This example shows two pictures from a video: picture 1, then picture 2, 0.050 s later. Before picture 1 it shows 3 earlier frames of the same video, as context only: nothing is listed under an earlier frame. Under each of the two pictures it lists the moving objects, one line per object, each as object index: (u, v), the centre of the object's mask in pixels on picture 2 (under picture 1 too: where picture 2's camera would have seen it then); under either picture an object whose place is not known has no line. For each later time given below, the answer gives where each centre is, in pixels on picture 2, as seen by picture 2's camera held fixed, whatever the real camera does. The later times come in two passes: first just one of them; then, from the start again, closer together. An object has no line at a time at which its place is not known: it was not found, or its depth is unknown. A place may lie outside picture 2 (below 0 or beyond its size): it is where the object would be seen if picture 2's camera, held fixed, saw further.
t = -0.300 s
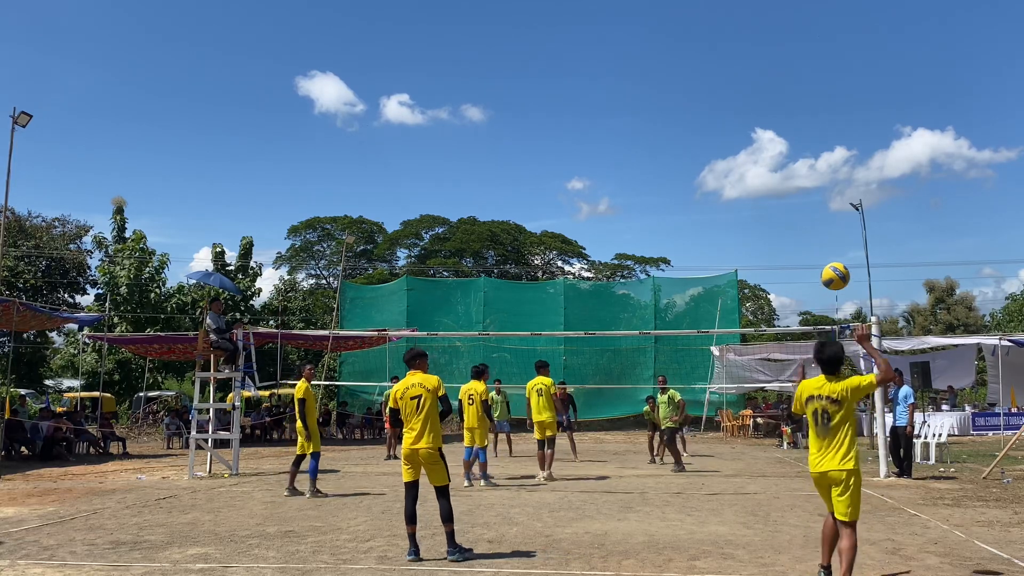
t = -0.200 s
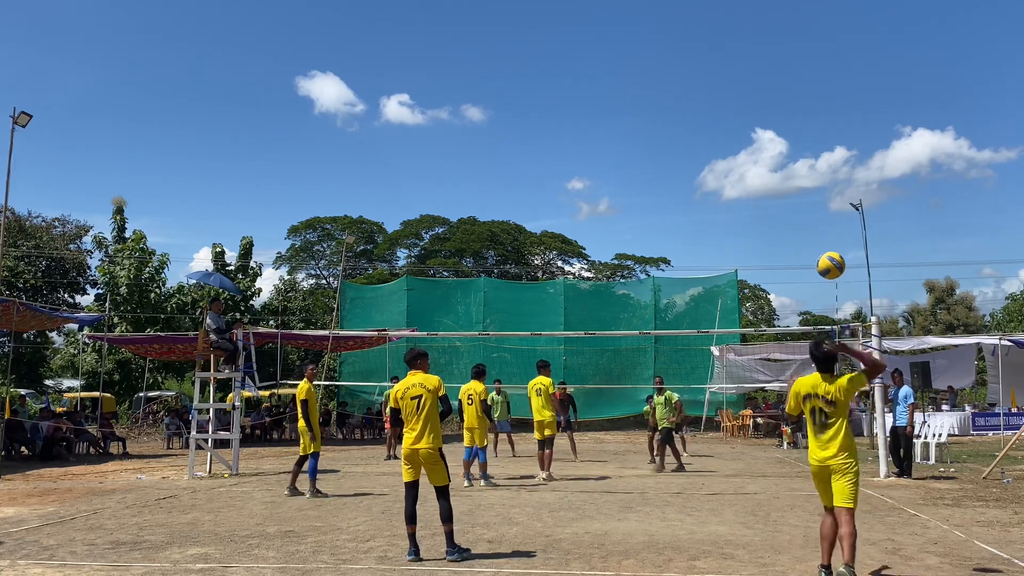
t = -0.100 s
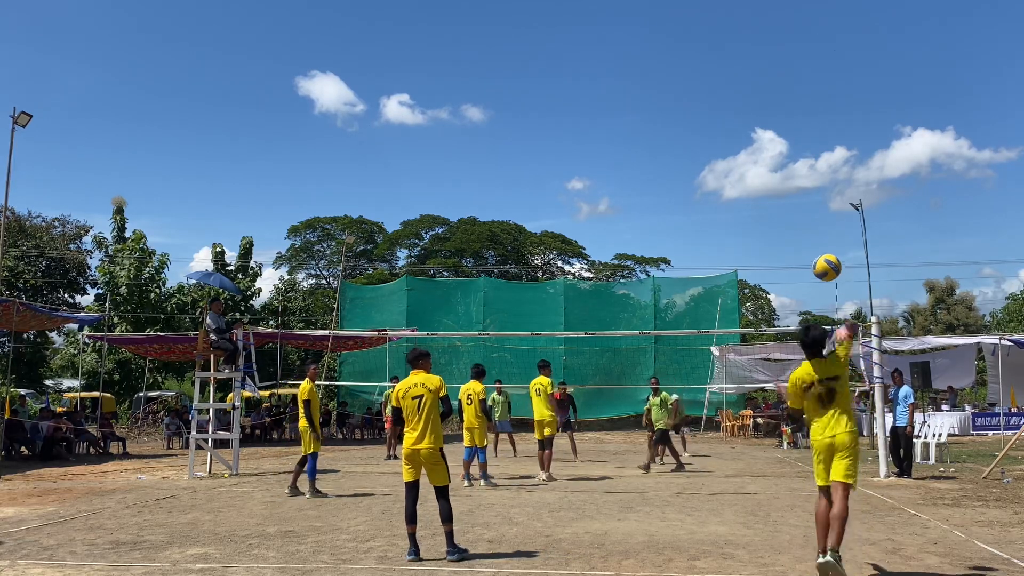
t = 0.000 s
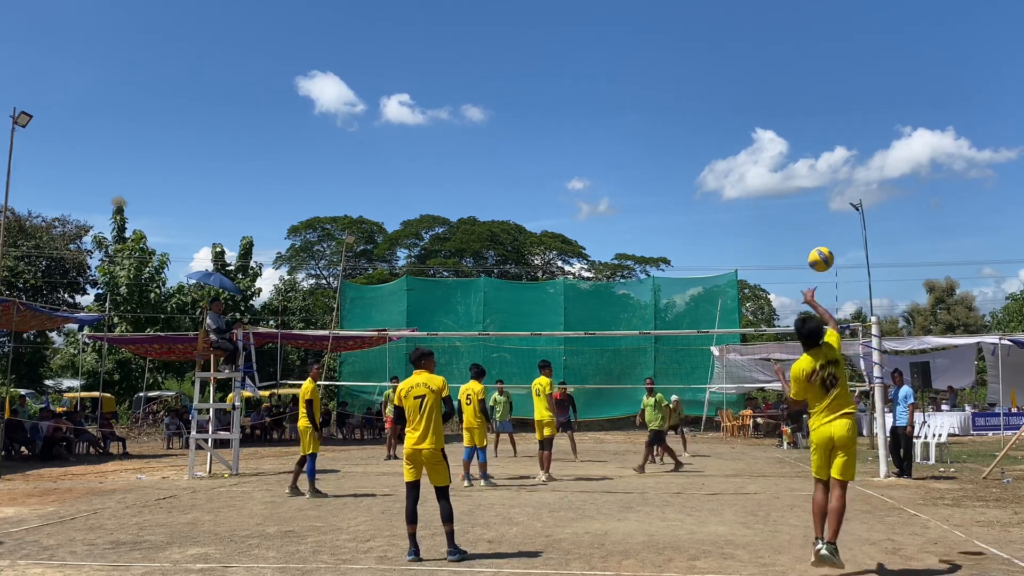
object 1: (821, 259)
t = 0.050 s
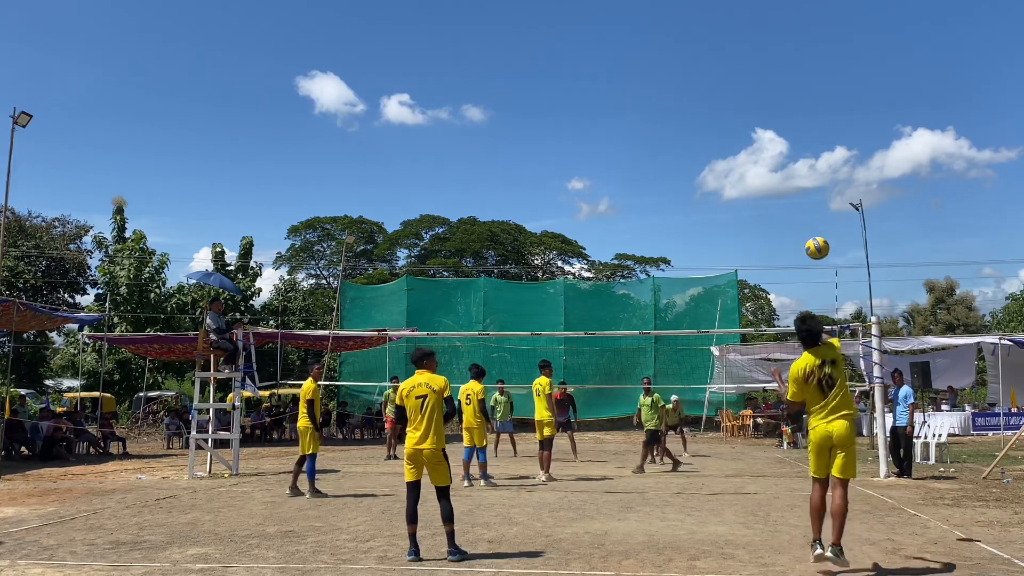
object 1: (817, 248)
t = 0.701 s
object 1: (818, 286)
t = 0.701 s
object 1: (818, 286)
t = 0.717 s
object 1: (818, 289)
